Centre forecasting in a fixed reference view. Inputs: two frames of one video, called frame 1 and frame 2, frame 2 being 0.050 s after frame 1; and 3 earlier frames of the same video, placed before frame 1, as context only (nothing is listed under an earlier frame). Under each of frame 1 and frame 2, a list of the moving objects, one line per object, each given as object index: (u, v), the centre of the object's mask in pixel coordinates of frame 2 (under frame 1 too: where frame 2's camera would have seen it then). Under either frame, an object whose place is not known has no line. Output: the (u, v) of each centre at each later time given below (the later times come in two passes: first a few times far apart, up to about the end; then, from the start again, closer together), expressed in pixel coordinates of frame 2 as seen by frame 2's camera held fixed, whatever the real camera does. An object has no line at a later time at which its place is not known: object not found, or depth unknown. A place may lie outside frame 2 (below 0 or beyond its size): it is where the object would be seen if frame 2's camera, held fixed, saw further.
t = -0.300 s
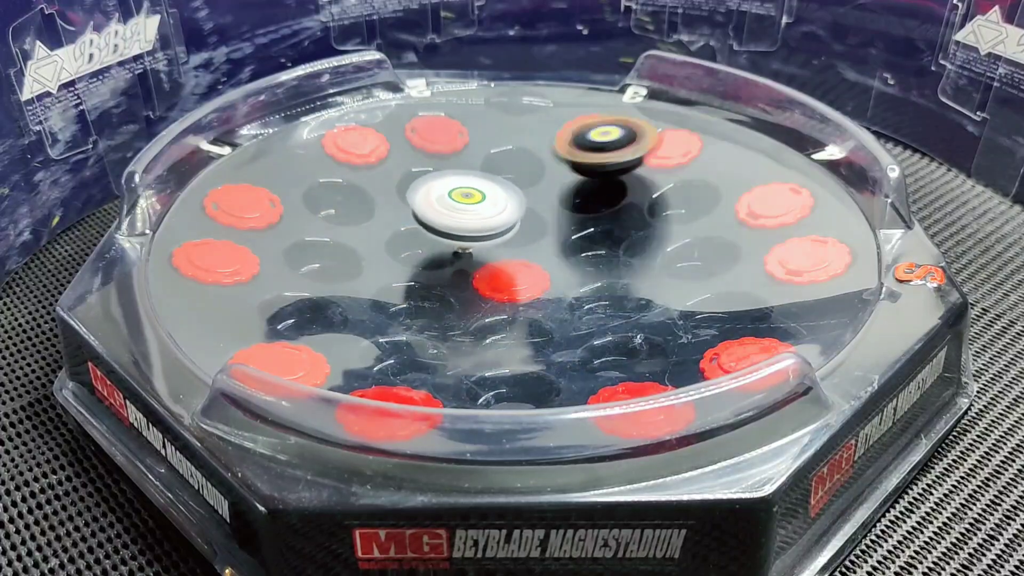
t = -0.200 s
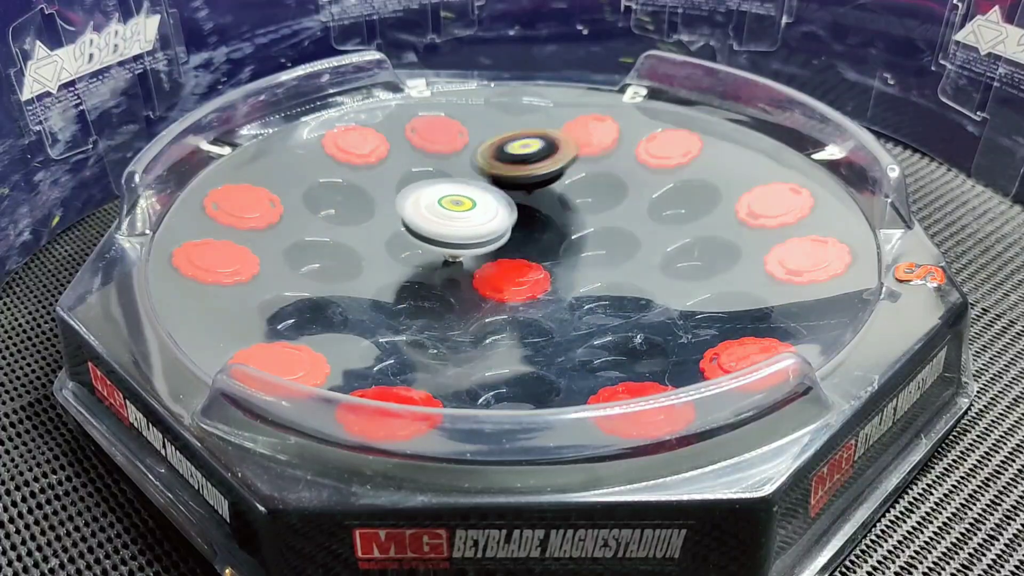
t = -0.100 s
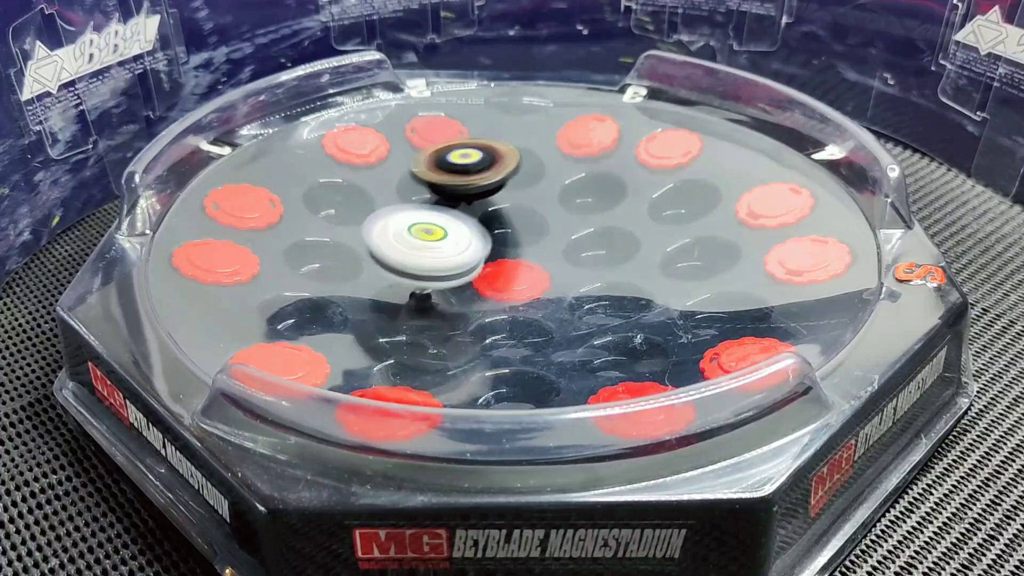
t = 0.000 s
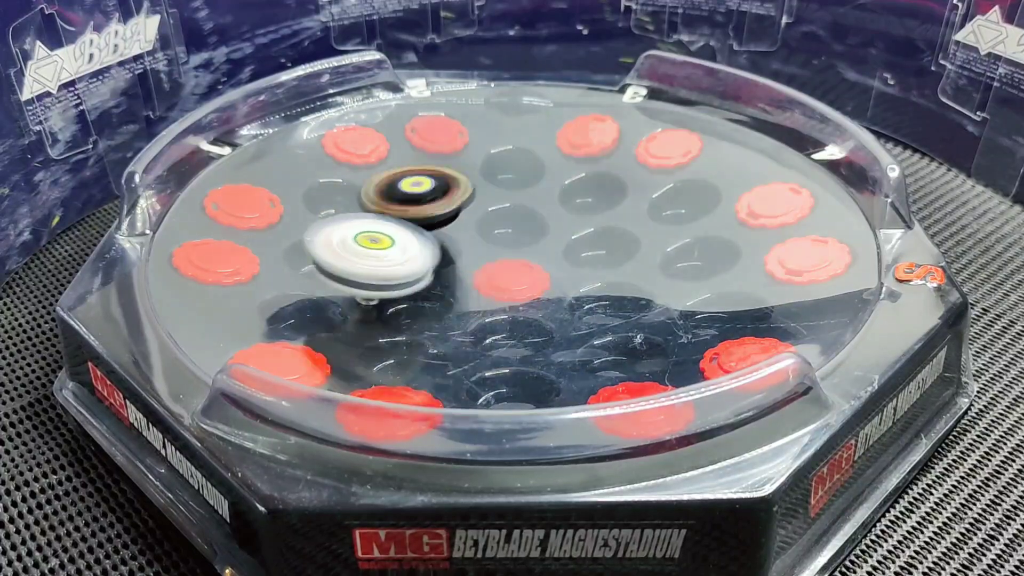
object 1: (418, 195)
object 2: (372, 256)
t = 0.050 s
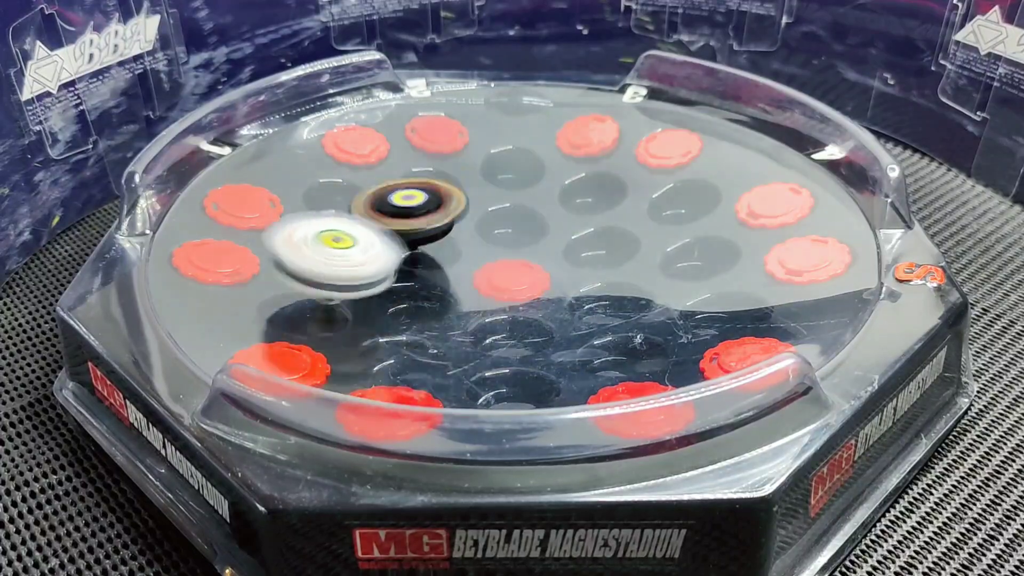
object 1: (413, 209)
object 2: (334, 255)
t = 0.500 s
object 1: (596, 268)
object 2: (418, 238)
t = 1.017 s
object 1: (466, 196)
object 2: (471, 303)
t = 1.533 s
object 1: (473, 250)
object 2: (576, 327)
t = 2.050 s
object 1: (426, 209)
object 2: (586, 305)
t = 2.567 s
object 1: (543, 182)
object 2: (753, 181)
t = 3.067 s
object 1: (531, 227)
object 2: (665, 157)
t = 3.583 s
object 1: (581, 201)
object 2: (550, 117)
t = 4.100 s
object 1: (577, 269)
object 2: (453, 124)
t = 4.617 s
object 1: (523, 239)
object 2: (301, 168)
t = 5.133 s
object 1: (474, 285)
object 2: (296, 250)
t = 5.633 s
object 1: (493, 215)
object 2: (442, 311)
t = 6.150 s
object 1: (448, 229)
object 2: (569, 335)
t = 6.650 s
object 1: (530, 179)
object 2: (643, 218)
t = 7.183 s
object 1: (537, 229)
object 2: (680, 178)
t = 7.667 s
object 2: (701, 109)
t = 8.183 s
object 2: (585, 233)
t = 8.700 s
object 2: (395, 151)
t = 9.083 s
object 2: (319, 229)
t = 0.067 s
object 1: (413, 212)
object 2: (320, 256)
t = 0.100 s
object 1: (416, 219)
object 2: (295, 257)
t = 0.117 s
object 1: (418, 222)
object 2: (284, 255)
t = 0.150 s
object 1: (421, 232)
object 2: (266, 251)
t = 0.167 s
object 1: (424, 237)
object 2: (259, 248)
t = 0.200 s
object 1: (429, 247)
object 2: (252, 241)
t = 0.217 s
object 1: (434, 252)
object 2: (252, 238)
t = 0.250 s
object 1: (444, 262)
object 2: (262, 234)
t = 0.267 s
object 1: (452, 266)
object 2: (271, 232)
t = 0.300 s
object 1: (468, 273)
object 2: (291, 229)
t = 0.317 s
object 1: (479, 277)
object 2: (302, 228)
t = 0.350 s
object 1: (499, 280)
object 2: (324, 228)
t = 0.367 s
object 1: (511, 282)
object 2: (334, 229)
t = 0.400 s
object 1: (533, 281)
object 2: (355, 229)
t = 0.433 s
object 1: (555, 280)
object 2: (377, 231)
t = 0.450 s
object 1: (567, 277)
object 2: (387, 232)
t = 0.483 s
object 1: (586, 273)
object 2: (408, 236)
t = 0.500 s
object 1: (596, 268)
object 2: (418, 238)
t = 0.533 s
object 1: (611, 262)
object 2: (437, 245)
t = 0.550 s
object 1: (619, 256)
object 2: (445, 249)
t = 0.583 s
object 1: (630, 248)
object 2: (461, 256)
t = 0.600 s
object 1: (633, 242)
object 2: (467, 260)
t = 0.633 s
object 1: (634, 232)
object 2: (480, 269)
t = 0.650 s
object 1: (632, 226)
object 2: (485, 273)
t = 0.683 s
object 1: (627, 217)
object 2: (494, 281)
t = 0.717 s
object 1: (616, 207)
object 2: (500, 289)
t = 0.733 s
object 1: (611, 203)
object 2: (501, 293)
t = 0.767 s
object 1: (596, 196)
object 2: (500, 300)
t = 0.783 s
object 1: (589, 193)
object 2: (499, 303)
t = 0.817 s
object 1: (571, 188)
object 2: (493, 310)
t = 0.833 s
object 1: (563, 186)
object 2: (489, 312)
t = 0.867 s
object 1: (544, 184)
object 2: (480, 314)
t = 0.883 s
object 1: (535, 183)
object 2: (476, 314)
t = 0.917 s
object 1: (516, 183)
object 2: (470, 313)
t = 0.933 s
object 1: (507, 184)
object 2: (469, 312)
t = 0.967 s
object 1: (489, 188)
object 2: (468, 309)
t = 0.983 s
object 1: (480, 191)
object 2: (468, 307)
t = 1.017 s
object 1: (466, 196)
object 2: (471, 303)
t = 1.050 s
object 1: (453, 203)
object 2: (475, 299)
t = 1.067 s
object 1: (448, 207)
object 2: (477, 297)
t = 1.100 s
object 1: (440, 216)
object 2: (485, 293)
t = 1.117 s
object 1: (437, 220)
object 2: (489, 292)
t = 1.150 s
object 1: (432, 229)
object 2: (499, 289)
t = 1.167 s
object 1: (431, 232)
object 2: (505, 287)
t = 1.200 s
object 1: (426, 236)
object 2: (531, 292)
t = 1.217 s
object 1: (422, 234)
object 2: (548, 294)
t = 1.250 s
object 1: (419, 234)
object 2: (571, 298)
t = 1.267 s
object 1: (418, 236)
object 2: (579, 300)
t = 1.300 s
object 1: (418, 239)
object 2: (586, 303)
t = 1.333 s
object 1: (419, 247)
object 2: (586, 305)
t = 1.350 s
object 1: (419, 249)
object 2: (584, 306)
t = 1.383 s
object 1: (427, 255)
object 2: (578, 307)
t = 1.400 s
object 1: (430, 259)
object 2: (575, 307)
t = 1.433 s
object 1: (440, 264)
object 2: (569, 308)
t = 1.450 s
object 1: (447, 267)
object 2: (565, 308)
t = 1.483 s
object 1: (458, 269)
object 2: (557, 308)
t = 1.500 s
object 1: (465, 264)
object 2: (560, 313)
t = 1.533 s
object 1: (473, 250)
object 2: (576, 327)
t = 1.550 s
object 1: (476, 243)
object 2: (583, 332)
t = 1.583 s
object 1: (482, 230)
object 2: (593, 339)
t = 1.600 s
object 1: (485, 225)
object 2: (593, 343)
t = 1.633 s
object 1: (489, 217)
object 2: (582, 348)
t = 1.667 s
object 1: (486, 211)
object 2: (570, 351)
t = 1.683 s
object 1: (484, 208)
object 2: (567, 352)
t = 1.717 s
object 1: (480, 203)
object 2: (567, 352)
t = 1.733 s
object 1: (477, 201)
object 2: (570, 352)
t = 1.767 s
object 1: (469, 198)
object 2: (579, 351)
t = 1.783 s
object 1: (465, 196)
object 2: (584, 351)
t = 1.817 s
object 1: (458, 194)
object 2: (588, 350)
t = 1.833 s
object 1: (453, 193)
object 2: (586, 350)
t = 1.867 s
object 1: (445, 193)
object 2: (579, 349)
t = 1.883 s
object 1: (440, 193)
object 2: (575, 348)
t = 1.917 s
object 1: (434, 194)
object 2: (568, 343)
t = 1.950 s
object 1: (429, 197)
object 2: (565, 336)
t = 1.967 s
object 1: (427, 199)
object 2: (565, 331)
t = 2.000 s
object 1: (423, 202)
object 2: (571, 321)
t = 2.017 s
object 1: (423, 204)
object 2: (576, 315)
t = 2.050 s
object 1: (426, 209)
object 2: (586, 305)
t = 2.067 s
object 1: (429, 213)
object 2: (588, 300)
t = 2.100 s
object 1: (435, 217)
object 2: (591, 288)
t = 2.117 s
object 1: (438, 218)
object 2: (594, 282)
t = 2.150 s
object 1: (450, 222)
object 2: (601, 270)
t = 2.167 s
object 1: (456, 223)
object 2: (605, 264)
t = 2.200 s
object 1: (468, 226)
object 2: (615, 252)
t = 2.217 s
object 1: (475, 226)
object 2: (620, 247)
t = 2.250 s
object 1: (488, 225)
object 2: (631, 237)
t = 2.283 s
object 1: (502, 224)
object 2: (643, 227)
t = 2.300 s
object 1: (508, 223)
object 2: (649, 224)
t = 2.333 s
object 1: (518, 220)
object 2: (661, 217)
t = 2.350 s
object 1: (522, 217)
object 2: (668, 213)
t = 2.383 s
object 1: (532, 212)
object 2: (683, 205)
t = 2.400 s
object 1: (536, 209)
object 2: (691, 202)
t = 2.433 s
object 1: (542, 204)
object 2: (705, 194)
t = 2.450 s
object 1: (544, 201)
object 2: (714, 191)
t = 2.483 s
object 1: (546, 194)
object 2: (730, 184)
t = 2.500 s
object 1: (547, 191)
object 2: (738, 181)
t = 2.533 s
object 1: (546, 186)
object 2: (748, 178)
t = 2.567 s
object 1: (543, 182)
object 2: (753, 181)
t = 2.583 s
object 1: (540, 180)
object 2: (753, 183)
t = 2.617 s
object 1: (535, 176)
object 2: (752, 187)
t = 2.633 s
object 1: (531, 175)
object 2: (751, 189)
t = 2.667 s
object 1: (524, 173)
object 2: (747, 188)
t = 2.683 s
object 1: (520, 173)
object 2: (746, 187)
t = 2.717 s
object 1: (512, 174)
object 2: (742, 185)
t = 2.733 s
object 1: (507, 175)
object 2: (739, 183)
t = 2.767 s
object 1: (499, 177)
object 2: (733, 181)
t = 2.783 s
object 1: (496, 179)
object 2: (728, 181)
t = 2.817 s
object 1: (491, 184)
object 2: (718, 181)
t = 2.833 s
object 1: (490, 188)
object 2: (712, 182)
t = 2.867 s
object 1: (489, 195)
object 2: (700, 181)
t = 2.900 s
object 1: (490, 202)
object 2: (691, 181)
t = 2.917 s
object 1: (492, 205)
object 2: (687, 180)
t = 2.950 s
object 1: (497, 210)
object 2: (680, 177)
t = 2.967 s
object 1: (501, 213)
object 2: (676, 175)
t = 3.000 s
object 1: (511, 220)
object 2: (672, 171)
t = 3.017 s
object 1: (516, 222)
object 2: (669, 166)
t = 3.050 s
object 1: (525, 226)
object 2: (666, 160)
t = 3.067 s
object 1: (531, 227)
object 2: (665, 157)
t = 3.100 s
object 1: (543, 229)
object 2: (664, 151)
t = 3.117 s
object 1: (549, 230)
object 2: (663, 149)
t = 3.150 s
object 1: (561, 231)
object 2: (661, 141)
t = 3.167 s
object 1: (567, 232)
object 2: (659, 138)
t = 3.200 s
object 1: (579, 232)
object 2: (655, 133)
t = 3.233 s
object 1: (589, 231)
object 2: (648, 129)
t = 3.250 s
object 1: (593, 229)
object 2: (645, 127)
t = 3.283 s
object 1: (602, 226)
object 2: (634, 124)
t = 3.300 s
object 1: (606, 225)
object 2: (627, 124)
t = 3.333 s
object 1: (611, 221)
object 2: (614, 123)
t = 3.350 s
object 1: (613, 219)
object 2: (608, 123)
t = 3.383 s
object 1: (614, 215)
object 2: (598, 121)
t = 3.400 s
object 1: (615, 213)
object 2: (591, 122)
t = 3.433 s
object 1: (613, 209)
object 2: (582, 121)
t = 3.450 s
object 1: (611, 207)
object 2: (579, 120)
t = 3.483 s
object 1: (607, 203)
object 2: (572, 120)
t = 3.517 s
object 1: (600, 201)
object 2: (564, 118)
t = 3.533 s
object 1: (596, 200)
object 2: (560, 117)
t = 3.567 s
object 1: (586, 200)
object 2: (553, 117)
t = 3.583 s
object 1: (581, 201)
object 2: (550, 117)
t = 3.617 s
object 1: (571, 203)
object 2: (544, 116)
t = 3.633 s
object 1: (567, 205)
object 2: (541, 116)
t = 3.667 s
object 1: (559, 209)
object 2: (535, 114)
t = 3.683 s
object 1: (555, 211)
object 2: (532, 112)
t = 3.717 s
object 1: (549, 216)
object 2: (527, 110)
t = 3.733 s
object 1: (547, 218)
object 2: (524, 109)
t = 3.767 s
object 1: (543, 224)
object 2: (520, 105)
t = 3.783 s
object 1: (541, 227)
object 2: (518, 104)
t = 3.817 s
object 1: (539, 234)
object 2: (512, 100)
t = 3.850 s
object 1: (537, 241)
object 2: (507, 97)
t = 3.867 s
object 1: (537, 244)
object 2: (503, 96)
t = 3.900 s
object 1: (537, 249)
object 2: (496, 95)
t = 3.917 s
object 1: (538, 252)
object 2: (492, 95)
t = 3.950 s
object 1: (542, 256)
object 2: (484, 96)
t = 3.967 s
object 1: (546, 258)
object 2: (480, 97)
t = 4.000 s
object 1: (553, 261)
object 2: (474, 100)
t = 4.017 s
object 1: (557, 263)
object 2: (471, 103)
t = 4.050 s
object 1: (565, 266)
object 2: (464, 109)
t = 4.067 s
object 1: (569, 267)
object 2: (460, 113)
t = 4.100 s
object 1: (577, 269)
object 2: (453, 124)
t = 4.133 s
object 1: (585, 269)
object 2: (445, 131)
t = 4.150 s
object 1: (589, 269)
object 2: (441, 136)
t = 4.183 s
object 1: (596, 268)
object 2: (434, 143)
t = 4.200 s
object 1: (600, 267)
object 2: (430, 147)
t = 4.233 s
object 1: (606, 264)
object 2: (418, 155)
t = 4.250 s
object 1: (610, 263)
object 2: (413, 157)
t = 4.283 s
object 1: (614, 259)
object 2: (402, 158)
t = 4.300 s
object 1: (615, 257)
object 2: (396, 159)
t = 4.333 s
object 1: (615, 252)
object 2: (383, 161)
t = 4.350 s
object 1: (613, 250)
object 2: (376, 161)
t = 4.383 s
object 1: (608, 247)
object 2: (363, 159)
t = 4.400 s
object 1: (605, 245)
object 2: (357, 158)
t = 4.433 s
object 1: (595, 241)
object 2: (346, 158)
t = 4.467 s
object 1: (585, 239)
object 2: (334, 158)
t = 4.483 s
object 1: (578, 238)
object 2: (327, 158)
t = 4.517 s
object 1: (565, 238)
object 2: (317, 158)
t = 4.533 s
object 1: (558, 237)
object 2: (313, 158)
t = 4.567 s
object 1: (543, 237)
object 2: (307, 160)
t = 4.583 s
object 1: (536, 237)
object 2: (305, 161)
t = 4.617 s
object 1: (523, 239)
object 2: (301, 168)
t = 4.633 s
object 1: (516, 239)
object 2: (300, 170)
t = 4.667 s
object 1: (504, 241)
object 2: (299, 174)
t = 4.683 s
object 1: (498, 242)
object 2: (299, 178)
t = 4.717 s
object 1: (488, 245)
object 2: (300, 187)
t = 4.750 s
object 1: (479, 248)
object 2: (301, 195)
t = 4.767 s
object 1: (475, 250)
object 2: (301, 198)
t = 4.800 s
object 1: (467, 254)
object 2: (300, 205)
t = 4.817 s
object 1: (464, 255)
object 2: (300, 208)
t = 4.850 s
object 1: (457, 259)
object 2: (299, 215)
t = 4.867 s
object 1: (455, 261)
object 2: (298, 218)
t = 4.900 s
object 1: (452, 264)
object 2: (296, 223)
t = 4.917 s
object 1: (451, 266)
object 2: (294, 224)
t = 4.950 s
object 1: (450, 270)
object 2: (292, 228)
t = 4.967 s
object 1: (450, 272)
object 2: (292, 231)
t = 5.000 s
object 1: (451, 275)
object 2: (292, 234)
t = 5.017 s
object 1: (452, 277)
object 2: (291, 236)
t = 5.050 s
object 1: (455, 280)
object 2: (292, 240)
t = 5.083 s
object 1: (461, 283)
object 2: (294, 244)
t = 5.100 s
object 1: (465, 284)
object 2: (295, 246)
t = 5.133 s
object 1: (474, 285)
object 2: (296, 250)
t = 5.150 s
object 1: (479, 285)
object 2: (297, 252)
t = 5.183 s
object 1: (488, 284)
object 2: (298, 257)
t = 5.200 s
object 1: (493, 283)
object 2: (299, 259)
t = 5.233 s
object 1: (502, 281)
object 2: (299, 264)
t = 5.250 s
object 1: (506, 279)
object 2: (300, 266)
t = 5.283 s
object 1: (513, 274)
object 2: (300, 271)
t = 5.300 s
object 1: (516, 272)
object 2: (300, 274)
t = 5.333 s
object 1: (521, 266)
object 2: (302, 279)
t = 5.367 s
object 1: (524, 260)
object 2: (306, 284)
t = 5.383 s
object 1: (525, 257)
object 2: (309, 286)
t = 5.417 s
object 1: (525, 251)
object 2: (320, 288)
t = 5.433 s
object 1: (525, 248)
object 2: (327, 289)
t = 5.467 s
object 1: (522, 242)
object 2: (345, 291)
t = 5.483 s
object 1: (521, 239)
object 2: (355, 293)
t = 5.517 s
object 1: (516, 233)
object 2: (375, 297)
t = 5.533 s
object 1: (513, 230)
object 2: (385, 299)
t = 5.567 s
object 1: (507, 224)
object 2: (405, 303)
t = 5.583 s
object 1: (504, 222)
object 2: (414, 305)
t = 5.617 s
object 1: (497, 217)
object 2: (433, 309)
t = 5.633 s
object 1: (493, 215)
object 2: (442, 311)
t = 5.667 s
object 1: (485, 211)
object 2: (458, 315)
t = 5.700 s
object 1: (477, 207)
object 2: (474, 319)
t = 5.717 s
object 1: (473, 206)
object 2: (481, 321)
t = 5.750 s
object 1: (464, 203)
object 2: (495, 325)
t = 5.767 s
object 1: (460, 203)
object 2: (501, 327)
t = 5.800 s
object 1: (452, 202)
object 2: (512, 330)
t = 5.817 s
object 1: (449, 202)
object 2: (517, 332)
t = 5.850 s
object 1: (442, 202)
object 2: (525, 336)
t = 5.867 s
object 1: (439, 203)
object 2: (529, 338)
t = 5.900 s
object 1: (433, 204)
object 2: (536, 341)
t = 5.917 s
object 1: (431, 205)
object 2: (540, 342)
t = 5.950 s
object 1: (427, 207)
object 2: (547, 345)
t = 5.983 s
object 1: (425, 210)
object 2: (556, 345)
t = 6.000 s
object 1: (425, 213)
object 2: (559, 346)
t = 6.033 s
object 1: (426, 216)
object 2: (568, 345)
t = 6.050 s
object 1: (427, 218)
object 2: (571, 345)
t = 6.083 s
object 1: (432, 223)
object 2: (576, 343)
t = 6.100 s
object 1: (435, 224)
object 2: (576, 341)
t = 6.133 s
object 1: (443, 228)
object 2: (571, 338)
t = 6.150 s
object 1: (448, 229)
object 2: (569, 335)
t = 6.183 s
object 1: (458, 231)
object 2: (563, 329)
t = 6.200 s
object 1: (464, 232)
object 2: (563, 325)
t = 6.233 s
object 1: (476, 233)
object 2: (564, 318)
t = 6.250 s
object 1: (482, 233)
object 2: (567, 314)
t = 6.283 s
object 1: (494, 232)
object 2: (571, 307)
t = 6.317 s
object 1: (506, 231)
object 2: (571, 300)
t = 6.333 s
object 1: (511, 229)
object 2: (570, 295)
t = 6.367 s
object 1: (520, 225)
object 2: (571, 286)
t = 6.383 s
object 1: (524, 222)
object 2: (573, 281)
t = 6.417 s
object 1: (530, 215)
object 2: (581, 273)
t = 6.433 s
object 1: (533, 211)
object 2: (587, 270)
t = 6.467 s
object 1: (537, 204)
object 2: (597, 263)
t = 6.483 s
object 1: (539, 202)
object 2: (601, 259)
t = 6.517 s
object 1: (540, 196)
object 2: (608, 251)
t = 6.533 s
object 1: (540, 195)
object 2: (612, 248)
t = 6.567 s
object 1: (539, 190)
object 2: (619, 240)
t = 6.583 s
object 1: (538, 187)
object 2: (625, 233)
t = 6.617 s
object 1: (535, 183)
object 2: (633, 226)
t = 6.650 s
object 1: (530, 179)
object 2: (643, 218)
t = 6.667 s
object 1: (527, 177)
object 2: (648, 215)
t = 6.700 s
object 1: (521, 175)
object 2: (655, 208)
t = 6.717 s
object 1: (518, 175)
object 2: (658, 205)
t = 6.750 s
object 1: (510, 175)
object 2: (665, 199)
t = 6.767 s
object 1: (506, 176)
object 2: (668, 197)
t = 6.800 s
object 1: (500, 177)
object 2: (675, 190)
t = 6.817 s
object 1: (496, 179)
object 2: (678, 188)
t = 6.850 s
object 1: (492, 183)
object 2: (685, 184)
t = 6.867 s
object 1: (490, 186)
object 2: (687, 181)
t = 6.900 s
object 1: (488, 190)
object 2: (693, 177)
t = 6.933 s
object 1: (488, 195)
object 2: (697, 173)
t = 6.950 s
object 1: (489, 198)
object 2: (699, 171)
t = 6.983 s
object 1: (490, 204)
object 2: (702, 169)
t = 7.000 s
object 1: (492, 206)
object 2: (703, 167)
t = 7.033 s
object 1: (498, 212)
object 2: (704, 167)
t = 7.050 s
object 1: (501, 215)
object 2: (703, 167)
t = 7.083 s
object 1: (509, 220)
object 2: (700, 168)
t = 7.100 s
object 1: (514, 222)
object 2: (698, 169)
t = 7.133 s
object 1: (522, 225)
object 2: (691, 172)
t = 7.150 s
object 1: (527, 227)
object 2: (688, 174)
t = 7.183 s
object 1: (537, 229)
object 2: (680, 178)
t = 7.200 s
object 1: (541, 230)
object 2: (675, 180)
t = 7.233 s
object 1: (550, 232)
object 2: (664, 183)
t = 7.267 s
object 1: (557, 235)
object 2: (653, 184)
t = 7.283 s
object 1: (539, 244)
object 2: (664, 170)
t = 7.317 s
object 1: (501, 268)
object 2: (686, 143)
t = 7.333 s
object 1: (483, 277)
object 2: (695, 133)
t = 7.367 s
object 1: (455, 292)
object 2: (709, 116)
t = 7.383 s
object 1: (444, 298)
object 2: (712, 109)
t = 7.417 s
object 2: (717, 100)
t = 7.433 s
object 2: (714, 99)
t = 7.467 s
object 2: (706, 101)
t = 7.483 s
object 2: (703, 102)
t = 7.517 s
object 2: (700, 102)
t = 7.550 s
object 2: (697, 101)
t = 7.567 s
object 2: (697, 101)
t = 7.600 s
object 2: (696, 102)
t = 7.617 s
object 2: (697, 104)
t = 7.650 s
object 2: (699, 107)
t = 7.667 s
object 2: (701, 109)
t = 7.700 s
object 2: (706, 115)
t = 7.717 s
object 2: (707, 121)
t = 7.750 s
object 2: (705, 130)
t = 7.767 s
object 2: (702, 135)
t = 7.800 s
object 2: (692, 147)
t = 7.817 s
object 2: (685, 154)
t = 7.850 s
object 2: (670, 166)
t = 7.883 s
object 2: (654, 179)
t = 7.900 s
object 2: (646, 185)
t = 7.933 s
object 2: (627, 197)
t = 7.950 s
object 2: (618, 202)
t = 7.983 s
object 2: (600, 212)
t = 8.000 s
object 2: (591, 217)
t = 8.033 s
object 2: (574, 228)
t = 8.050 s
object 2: (566, 231)
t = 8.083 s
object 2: (556, 235)
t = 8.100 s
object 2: (555, 237)
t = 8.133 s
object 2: (563, 236)
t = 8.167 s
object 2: (577, 230)
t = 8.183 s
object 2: (585, 233)
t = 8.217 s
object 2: (587, 221)
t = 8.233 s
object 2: (581, 217)
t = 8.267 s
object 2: (569, 223)
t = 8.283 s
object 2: (566, 219)
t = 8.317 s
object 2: (549, 203)
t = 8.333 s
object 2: (542, 187)
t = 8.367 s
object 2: (520, 179)
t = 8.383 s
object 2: (513, 178)
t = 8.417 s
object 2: (497, 147)
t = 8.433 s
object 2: (488, 138)
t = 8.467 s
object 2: (471, 134)
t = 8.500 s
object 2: (456, 139)
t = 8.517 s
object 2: (449, 139)
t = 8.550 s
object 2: (438, 141)
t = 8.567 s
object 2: (434, 142)
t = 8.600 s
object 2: (422, 143)
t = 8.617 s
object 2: (418, 143)
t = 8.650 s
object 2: (408, 146)
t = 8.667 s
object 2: (404, 146)
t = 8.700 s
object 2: (395, 151)
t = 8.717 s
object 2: (392, 152)
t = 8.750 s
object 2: (385, 155)
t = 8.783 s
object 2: (379, 159)
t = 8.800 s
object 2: (376, 161)
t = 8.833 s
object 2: (370, 167)
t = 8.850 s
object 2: (368, 169)
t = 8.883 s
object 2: (364, 175)
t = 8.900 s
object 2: (363, 178)
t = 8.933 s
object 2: (359, 184)
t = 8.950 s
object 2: (358, 186)
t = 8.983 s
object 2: (359, 195)
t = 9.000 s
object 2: (359, 202)
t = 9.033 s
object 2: (346, 206)
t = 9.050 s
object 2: (334, 211)
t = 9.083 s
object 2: (319, 229)
